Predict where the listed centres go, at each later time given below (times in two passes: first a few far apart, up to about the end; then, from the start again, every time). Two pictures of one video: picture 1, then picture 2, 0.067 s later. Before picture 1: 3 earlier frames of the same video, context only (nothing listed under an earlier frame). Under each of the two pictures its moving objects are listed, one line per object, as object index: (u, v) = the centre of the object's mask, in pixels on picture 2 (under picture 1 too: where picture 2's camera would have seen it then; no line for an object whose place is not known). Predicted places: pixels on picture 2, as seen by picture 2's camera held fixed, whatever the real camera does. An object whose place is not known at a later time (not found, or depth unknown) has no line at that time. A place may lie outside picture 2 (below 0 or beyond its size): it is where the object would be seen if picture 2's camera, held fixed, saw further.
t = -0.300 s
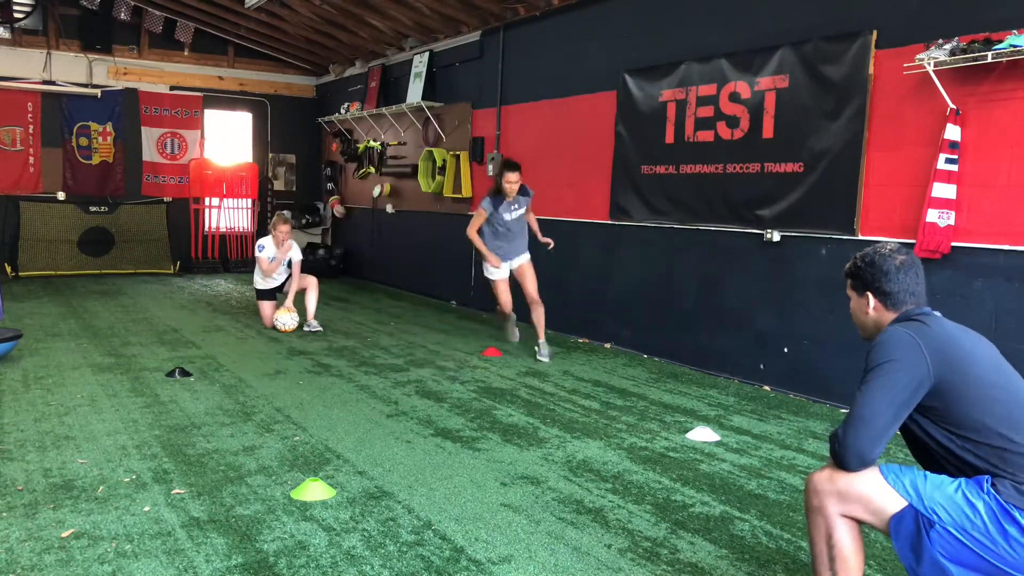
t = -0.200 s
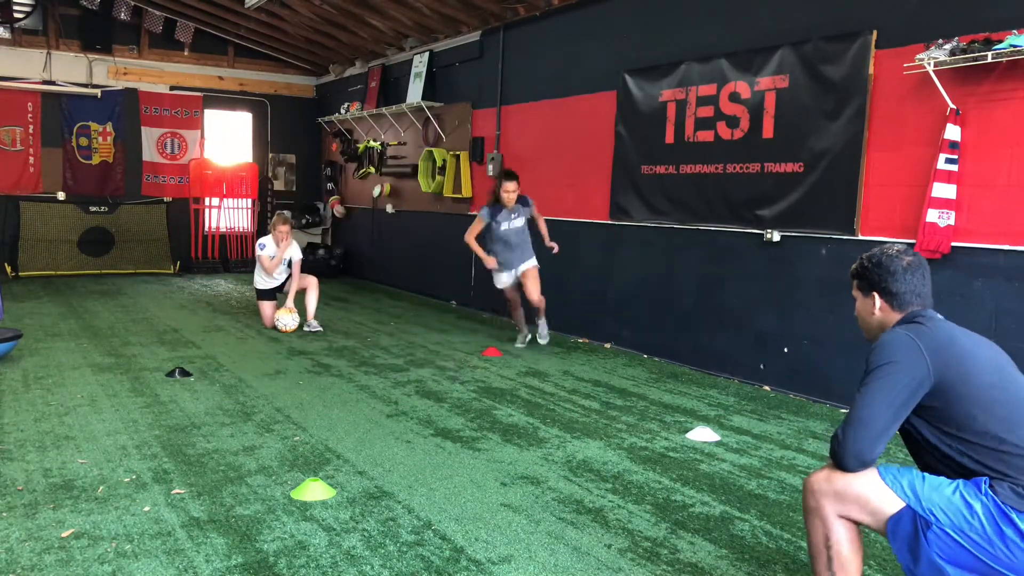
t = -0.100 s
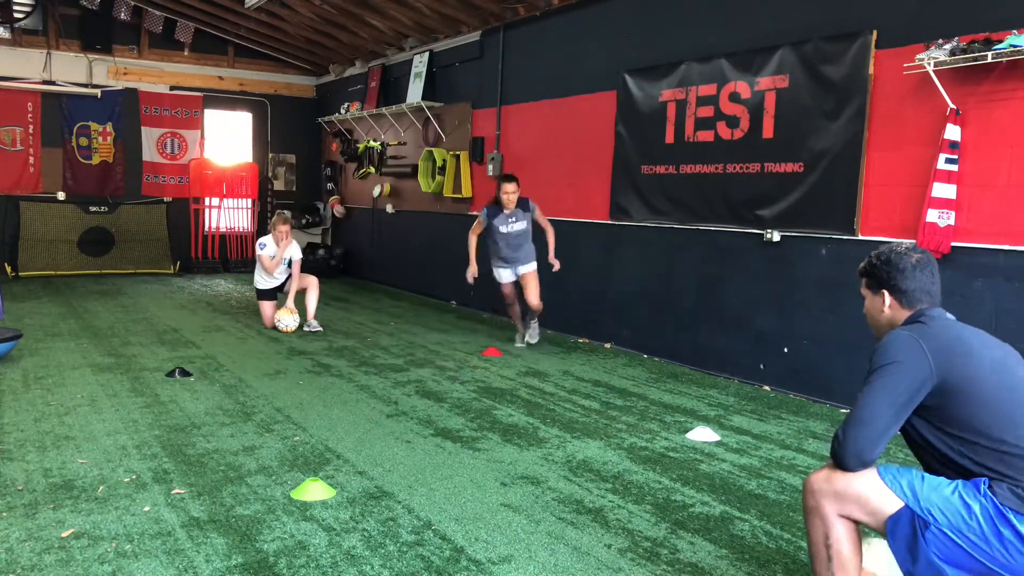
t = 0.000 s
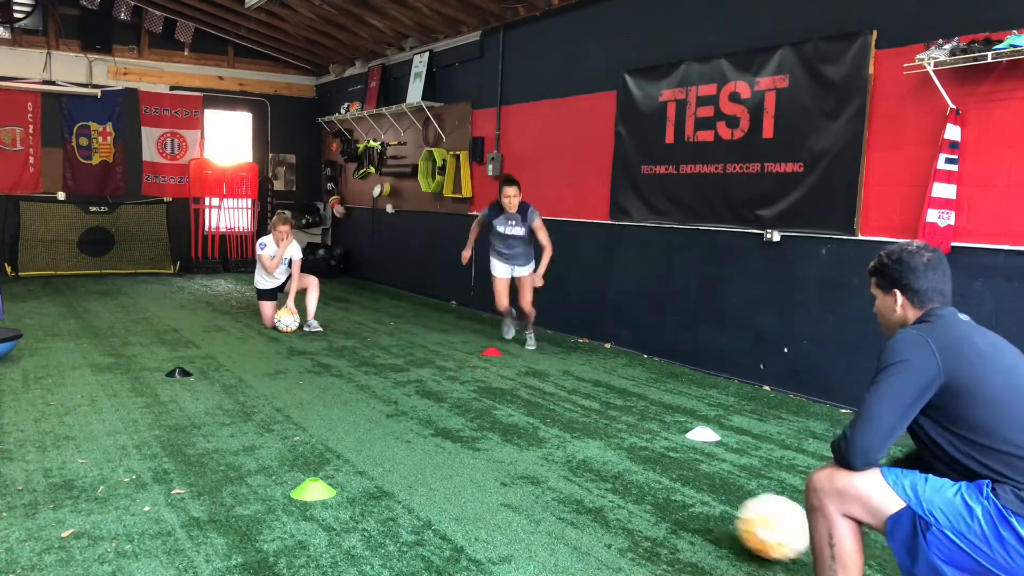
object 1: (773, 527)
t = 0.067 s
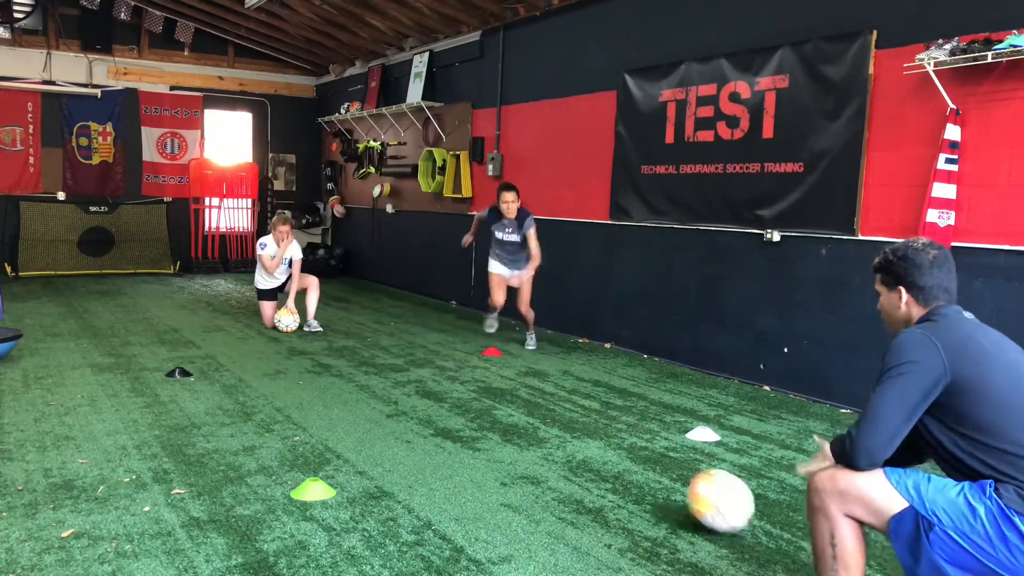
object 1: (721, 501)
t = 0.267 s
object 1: (612, 453)
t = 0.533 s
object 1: (521, 416)
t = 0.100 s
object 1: (699, 488)
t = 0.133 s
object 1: (678, 480)
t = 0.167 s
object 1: (659, 473)
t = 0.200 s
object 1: (640, 470)
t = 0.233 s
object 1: (625, 462)
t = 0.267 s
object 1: (612, 453)
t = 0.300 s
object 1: (599, 447)
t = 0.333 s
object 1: (587, 443)
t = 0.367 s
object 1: (575, 441)
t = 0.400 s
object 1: (563, 434)
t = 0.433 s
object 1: (551, 428)
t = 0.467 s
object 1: (541, 424)
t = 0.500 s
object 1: (531, 422)
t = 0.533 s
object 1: (521, 416)
